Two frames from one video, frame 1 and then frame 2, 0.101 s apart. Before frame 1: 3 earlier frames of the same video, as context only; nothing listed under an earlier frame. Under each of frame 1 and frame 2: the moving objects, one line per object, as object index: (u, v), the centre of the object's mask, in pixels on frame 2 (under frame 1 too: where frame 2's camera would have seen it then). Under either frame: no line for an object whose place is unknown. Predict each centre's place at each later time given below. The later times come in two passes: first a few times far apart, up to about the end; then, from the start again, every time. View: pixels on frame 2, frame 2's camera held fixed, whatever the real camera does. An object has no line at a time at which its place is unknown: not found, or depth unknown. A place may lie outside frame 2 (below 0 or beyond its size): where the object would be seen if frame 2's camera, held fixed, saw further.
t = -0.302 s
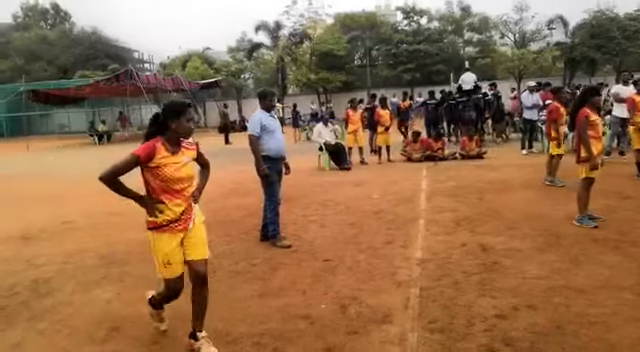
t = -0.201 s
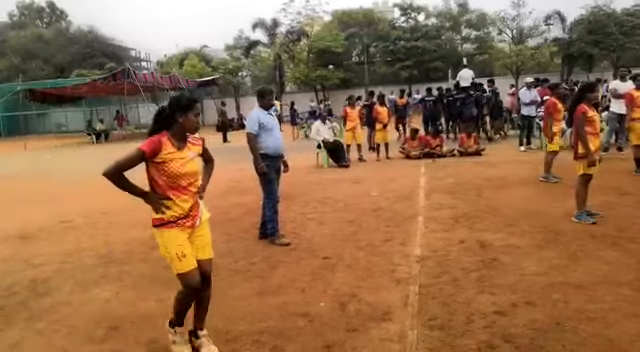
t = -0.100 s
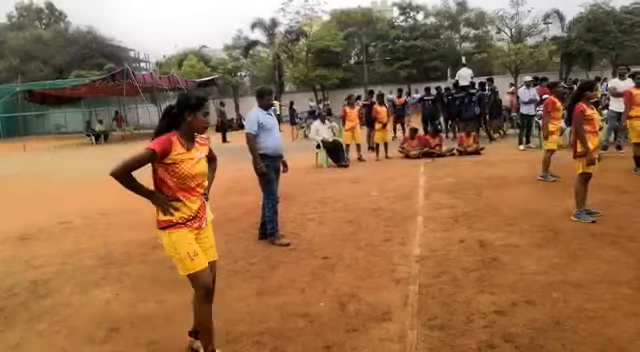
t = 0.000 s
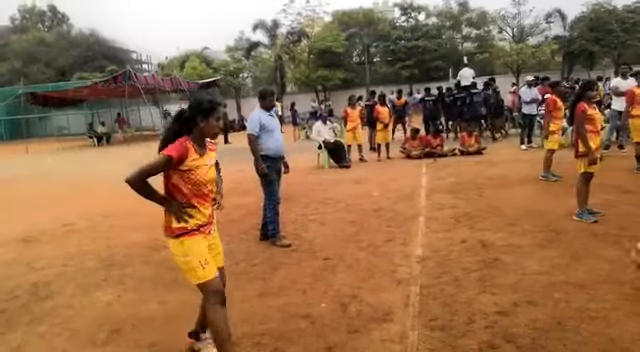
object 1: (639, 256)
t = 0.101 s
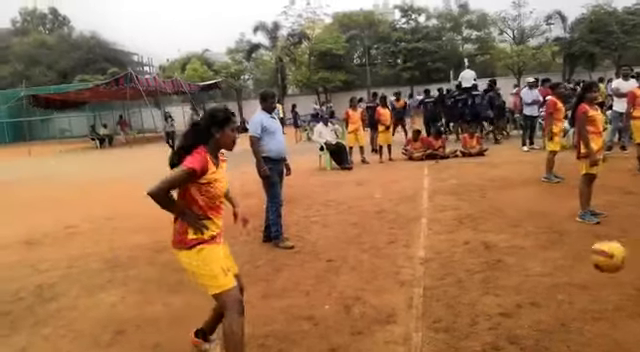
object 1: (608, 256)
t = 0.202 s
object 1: (561, 270)
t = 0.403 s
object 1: (477, 295)
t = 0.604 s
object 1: (406, 301)
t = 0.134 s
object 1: (592, 259)
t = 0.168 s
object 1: (576, 264)
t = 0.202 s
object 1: (561, 270)
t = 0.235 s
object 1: (545, 277)
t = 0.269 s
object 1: (530, 286)
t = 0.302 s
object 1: (514, 296)
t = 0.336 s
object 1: (499, 305)
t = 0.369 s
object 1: (488, 299)
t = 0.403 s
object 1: (477, 295)
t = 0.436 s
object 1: (466, 291)
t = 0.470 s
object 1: (455, 290)
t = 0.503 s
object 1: (444, 290)
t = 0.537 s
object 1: (431, 292)
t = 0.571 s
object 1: (418, 295)
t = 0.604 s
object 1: (406, 301)
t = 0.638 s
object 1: (393, 308)
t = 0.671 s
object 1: (382, 317)
